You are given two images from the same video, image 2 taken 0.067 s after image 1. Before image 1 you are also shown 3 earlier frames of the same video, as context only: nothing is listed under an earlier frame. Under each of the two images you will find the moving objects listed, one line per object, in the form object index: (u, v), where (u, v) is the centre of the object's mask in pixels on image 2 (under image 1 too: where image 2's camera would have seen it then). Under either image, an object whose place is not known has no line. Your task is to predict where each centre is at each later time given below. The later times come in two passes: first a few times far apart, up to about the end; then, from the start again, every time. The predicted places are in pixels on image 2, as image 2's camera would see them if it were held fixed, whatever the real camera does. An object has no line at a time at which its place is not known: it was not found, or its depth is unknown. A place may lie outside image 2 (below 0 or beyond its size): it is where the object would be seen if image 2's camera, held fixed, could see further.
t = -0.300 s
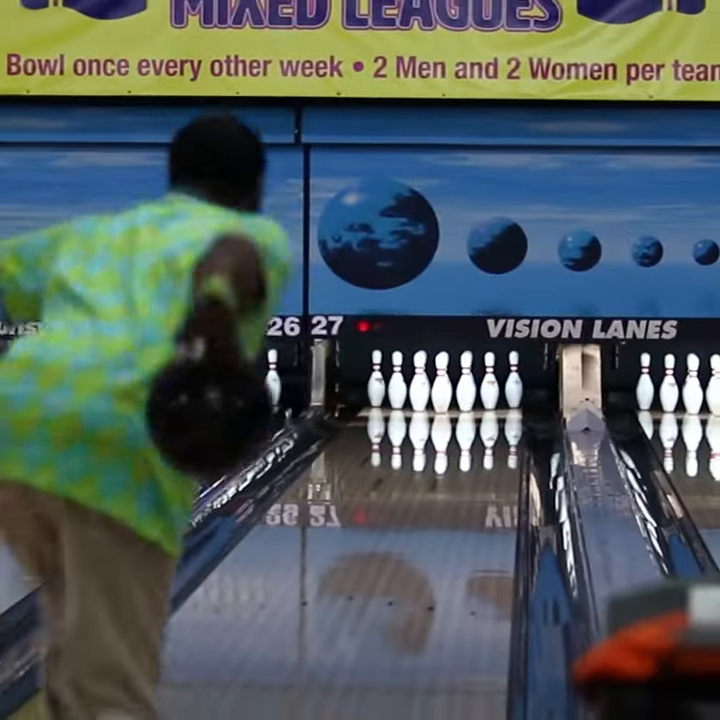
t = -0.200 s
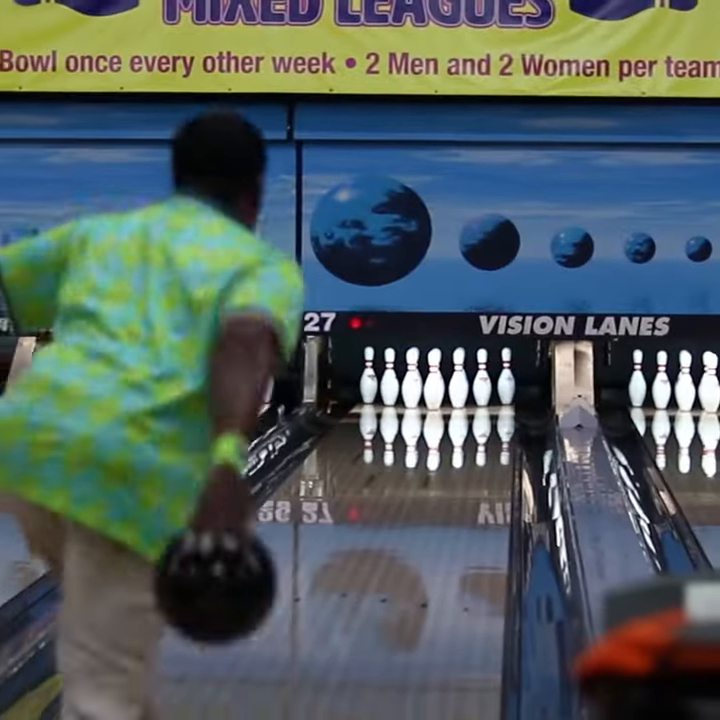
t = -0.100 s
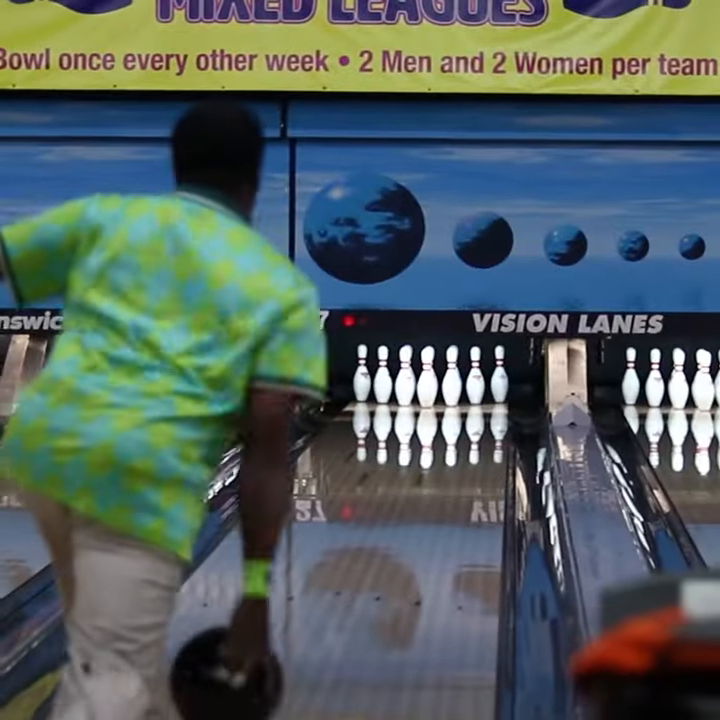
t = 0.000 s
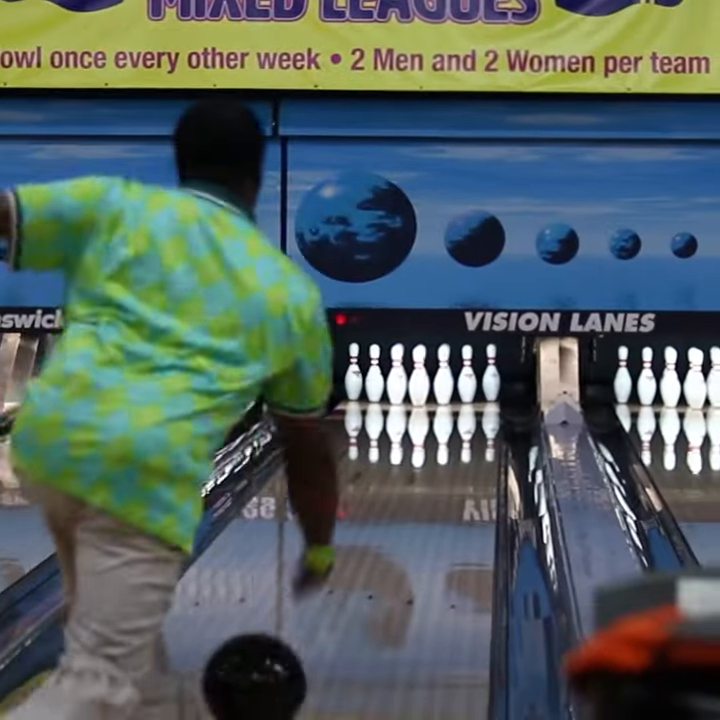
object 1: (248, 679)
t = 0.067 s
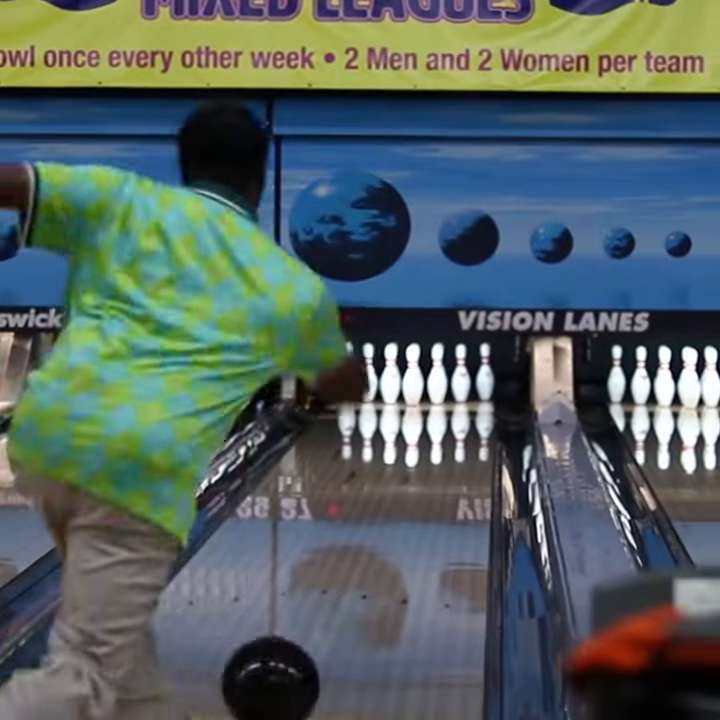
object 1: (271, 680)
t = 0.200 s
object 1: (308, 670)
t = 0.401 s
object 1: (351, 614)
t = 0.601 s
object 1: (383, 569)
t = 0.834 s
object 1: (411, 528)
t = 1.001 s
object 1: (432, 499)
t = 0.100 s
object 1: (281, 685)
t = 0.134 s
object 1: (290, 691)
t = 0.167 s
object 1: (299, 681)
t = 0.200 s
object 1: (308, 670)
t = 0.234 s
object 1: (316, 663)
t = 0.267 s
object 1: (324, 653)
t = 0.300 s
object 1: (331, 643)
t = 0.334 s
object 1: (338, 632)
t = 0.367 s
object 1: (345, 623)
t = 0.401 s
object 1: (351, 614)
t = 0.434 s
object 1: (357, 606)
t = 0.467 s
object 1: (363, 598)
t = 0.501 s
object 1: (368, 590)
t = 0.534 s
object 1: (373, 583)
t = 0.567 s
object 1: (378, 576)
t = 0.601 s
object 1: (383, 569)
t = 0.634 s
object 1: (388, 562)
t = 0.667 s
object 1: (392, 556)
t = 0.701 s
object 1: (396, 550)
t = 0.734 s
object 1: (400, 544)
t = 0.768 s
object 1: (404, 538)
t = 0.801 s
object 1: (407, 533)
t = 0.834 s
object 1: (411, 528)
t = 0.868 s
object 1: (411, 528)
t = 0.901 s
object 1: (434, 514)
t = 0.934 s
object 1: (428, 511)
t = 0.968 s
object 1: (428, 505)
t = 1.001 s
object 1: (432, 499)
